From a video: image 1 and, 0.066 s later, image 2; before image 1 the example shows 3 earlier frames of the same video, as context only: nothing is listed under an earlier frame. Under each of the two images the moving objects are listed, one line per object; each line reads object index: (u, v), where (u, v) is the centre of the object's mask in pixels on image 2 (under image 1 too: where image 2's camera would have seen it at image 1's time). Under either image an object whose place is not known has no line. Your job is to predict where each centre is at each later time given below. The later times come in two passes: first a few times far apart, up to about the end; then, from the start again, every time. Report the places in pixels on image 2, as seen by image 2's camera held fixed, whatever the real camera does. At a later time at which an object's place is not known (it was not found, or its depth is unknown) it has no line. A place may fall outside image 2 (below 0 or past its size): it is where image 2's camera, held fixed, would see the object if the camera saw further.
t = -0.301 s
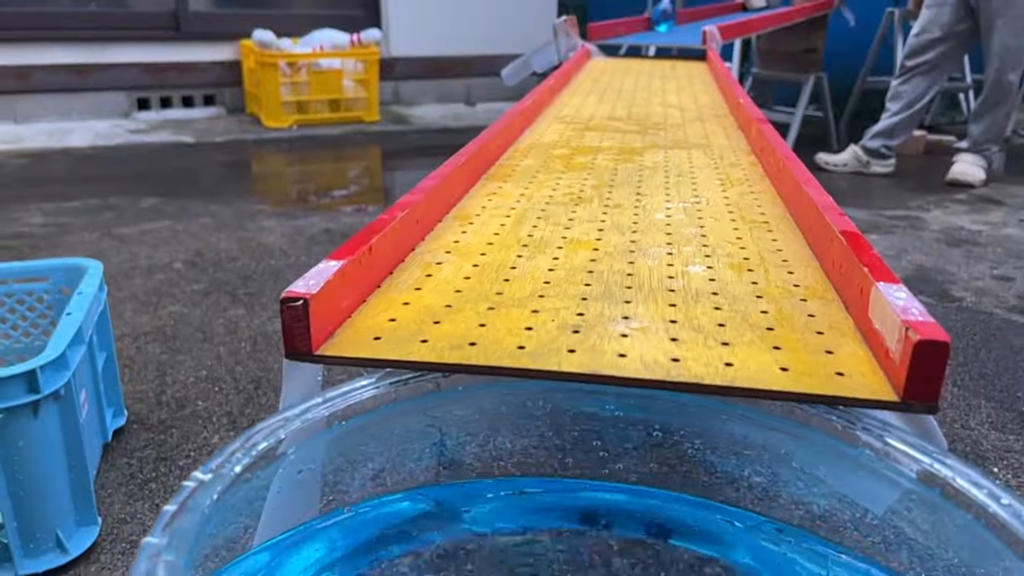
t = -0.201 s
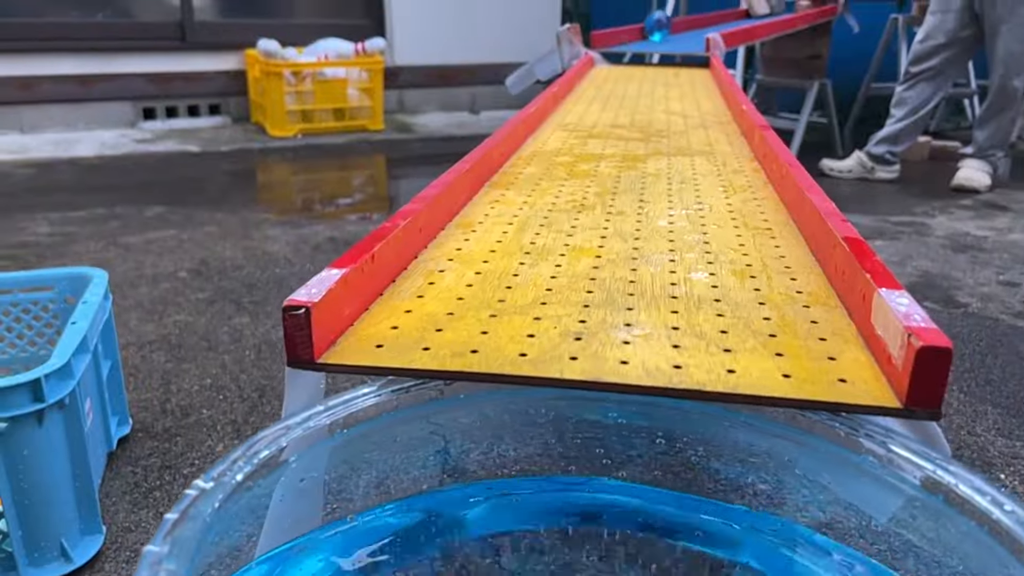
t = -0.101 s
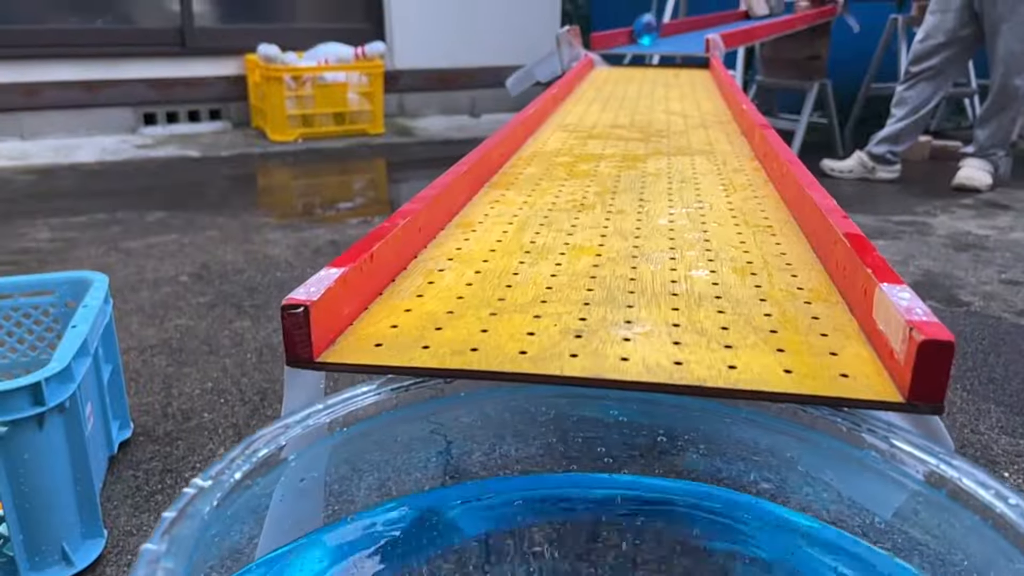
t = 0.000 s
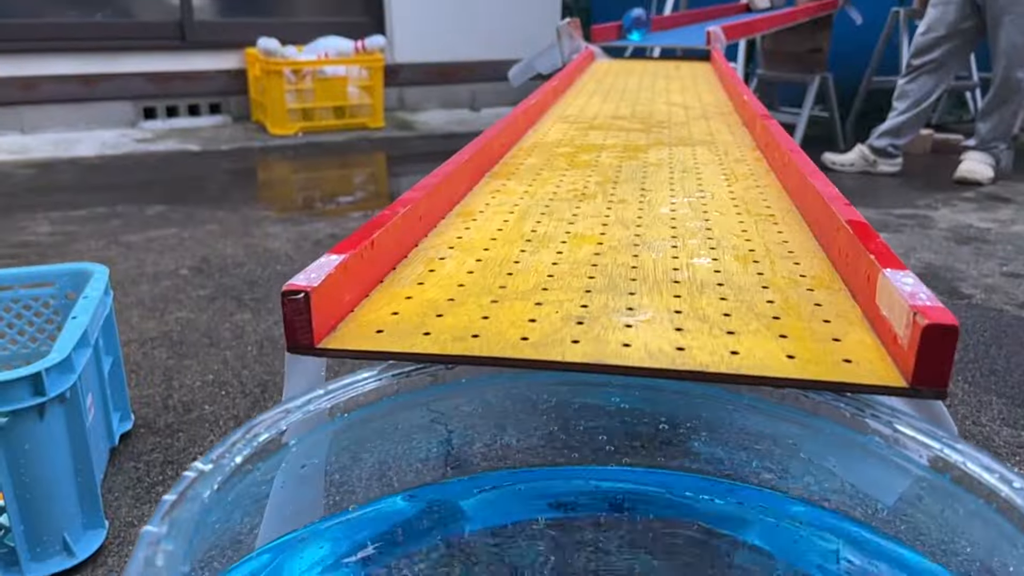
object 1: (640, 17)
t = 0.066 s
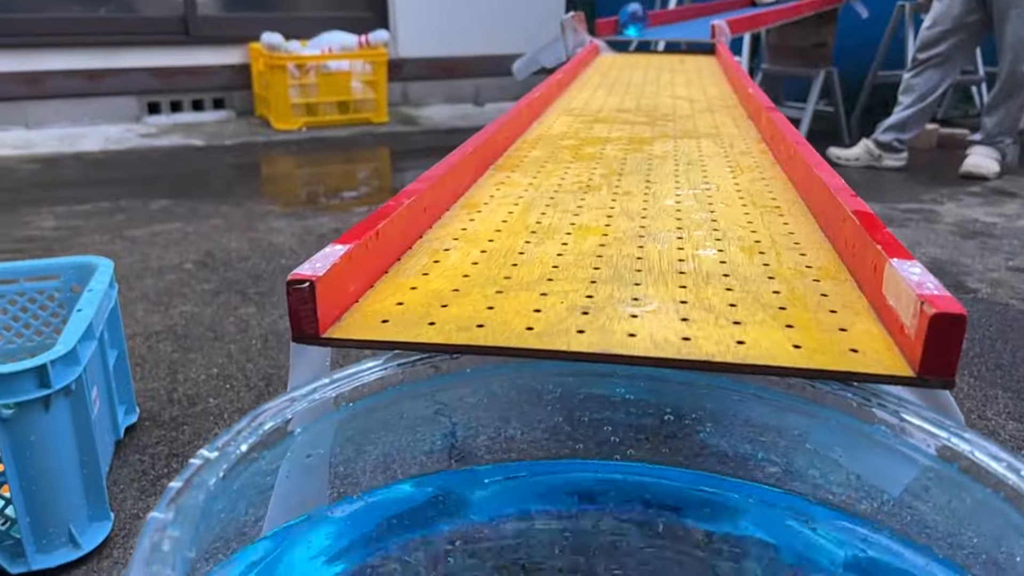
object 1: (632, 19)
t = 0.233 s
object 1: (610, 25)
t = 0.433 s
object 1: (614, 41)
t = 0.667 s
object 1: (645, 52)
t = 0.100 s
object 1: (628, 20)
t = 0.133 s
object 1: (623, 21)
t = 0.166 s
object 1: (619, 23)
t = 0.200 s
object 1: (615, 24)
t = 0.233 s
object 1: (610, 25)
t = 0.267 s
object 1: (604, 29)
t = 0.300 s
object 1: (605, 29)
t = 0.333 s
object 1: (606, 31)
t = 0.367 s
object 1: (607, 36)
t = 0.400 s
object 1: (611, 43)
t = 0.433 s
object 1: (614, 41)
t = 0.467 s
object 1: (619, 44)
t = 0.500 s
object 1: (623, 46)
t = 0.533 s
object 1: (627, 47)
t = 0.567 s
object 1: (631, 48)
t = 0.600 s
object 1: (635, 49)
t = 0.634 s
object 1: (640, 51)
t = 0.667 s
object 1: (645, 52)
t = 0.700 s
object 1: (649, 54)
